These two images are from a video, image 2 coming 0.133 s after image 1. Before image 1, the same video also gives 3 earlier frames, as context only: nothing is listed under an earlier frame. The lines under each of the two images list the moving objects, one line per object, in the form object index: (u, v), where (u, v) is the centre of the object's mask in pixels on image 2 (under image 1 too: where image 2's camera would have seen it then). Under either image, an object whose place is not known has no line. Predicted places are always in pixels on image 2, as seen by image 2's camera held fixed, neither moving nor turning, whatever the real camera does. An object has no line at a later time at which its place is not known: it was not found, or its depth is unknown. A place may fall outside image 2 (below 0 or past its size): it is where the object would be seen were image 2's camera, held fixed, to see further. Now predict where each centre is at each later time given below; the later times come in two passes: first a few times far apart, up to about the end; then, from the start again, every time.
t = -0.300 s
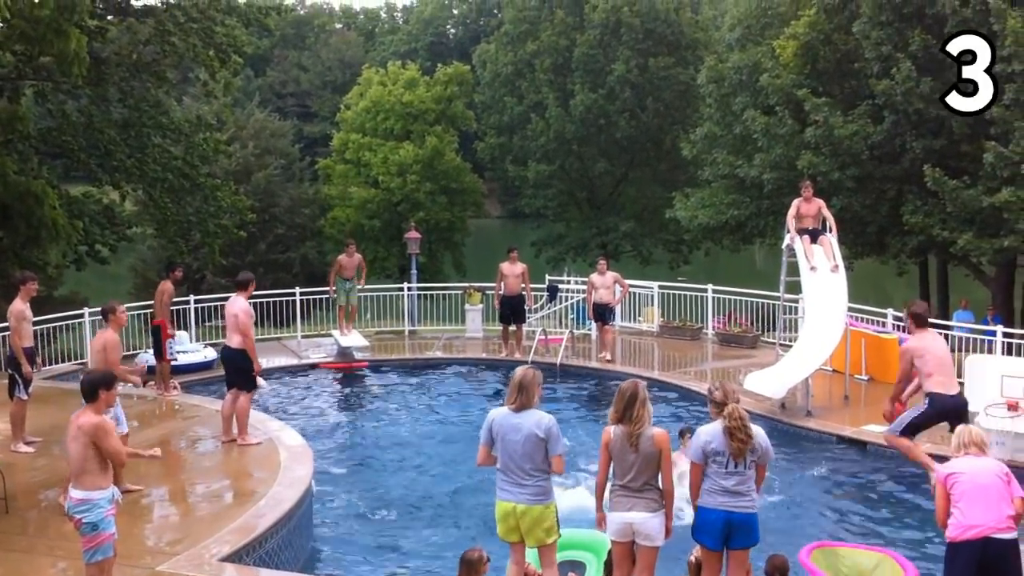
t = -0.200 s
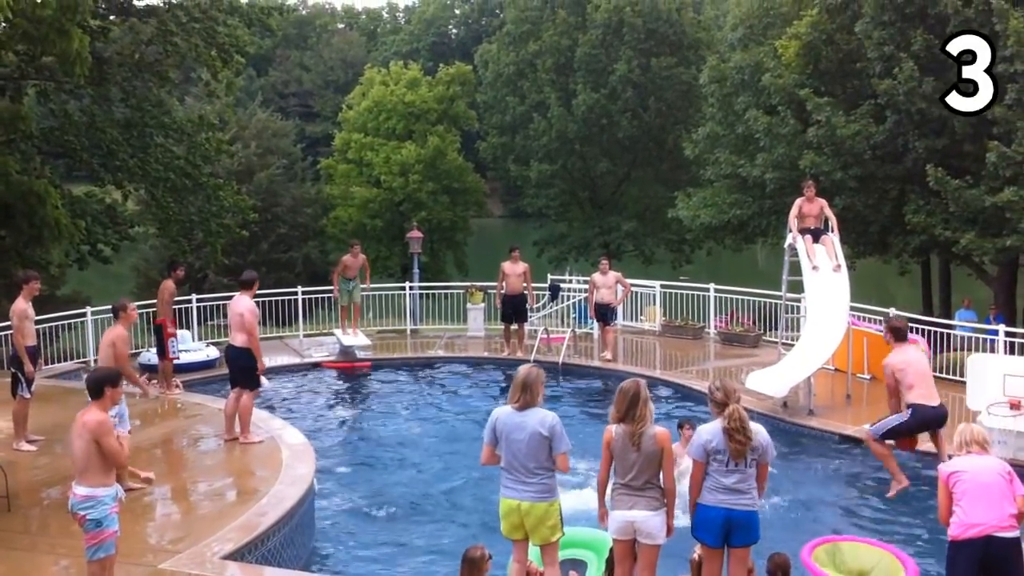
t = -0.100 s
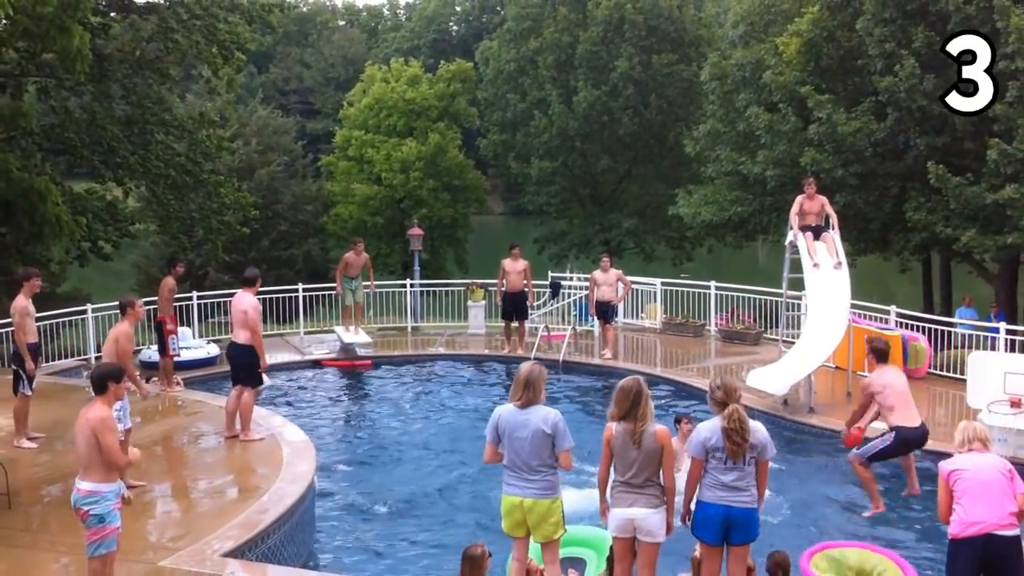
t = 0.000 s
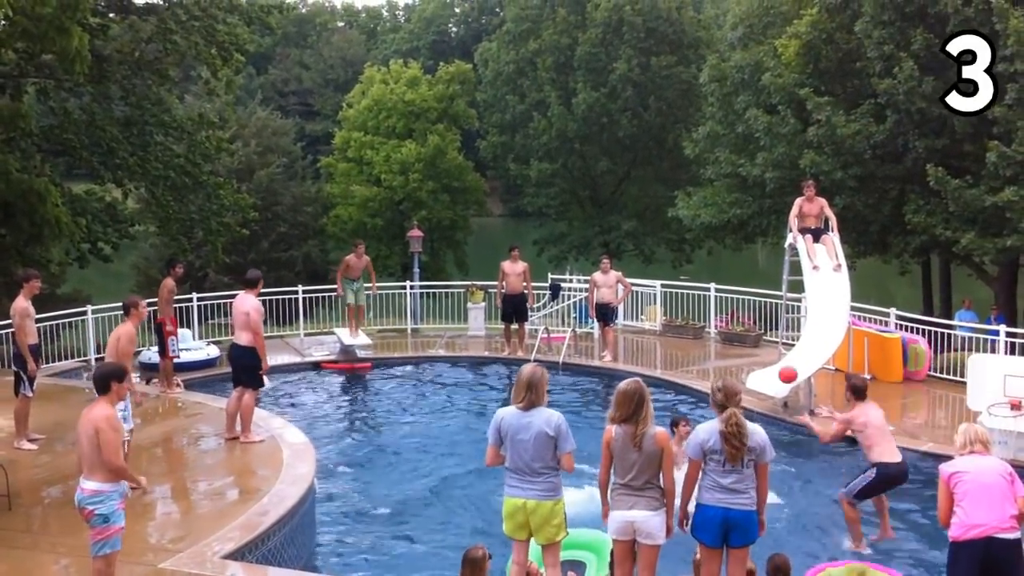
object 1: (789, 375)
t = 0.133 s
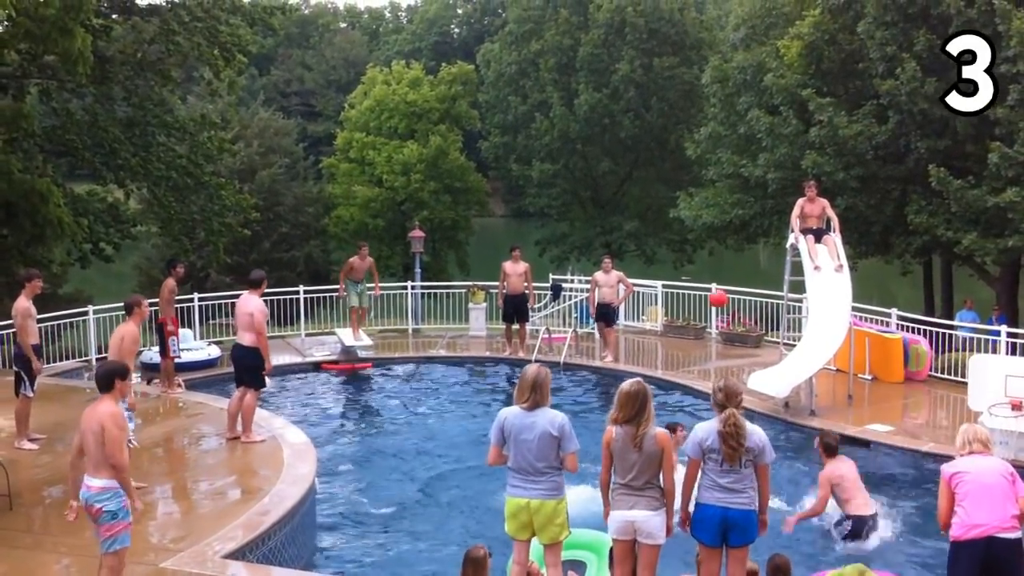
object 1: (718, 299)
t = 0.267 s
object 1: (657, 247)
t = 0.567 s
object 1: (543, 204)
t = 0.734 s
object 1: (492, 212)
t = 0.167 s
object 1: (701, 283)
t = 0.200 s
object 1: (686, 269)
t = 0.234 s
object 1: (671, 258)
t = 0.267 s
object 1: (657, 247)
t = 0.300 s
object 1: (642, 238)
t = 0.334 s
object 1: (628, 230)
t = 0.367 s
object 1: (615, 223)
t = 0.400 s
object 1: (602, 217)
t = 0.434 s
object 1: (589, 213)
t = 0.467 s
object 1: (577, 209)
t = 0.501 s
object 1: (565, 206)
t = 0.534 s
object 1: (554, 204)
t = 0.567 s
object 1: (543, 204)
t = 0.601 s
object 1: (532, 204)
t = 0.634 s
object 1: (522, 205)
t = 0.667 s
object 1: (512, 207)
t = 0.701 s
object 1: (502, 209)
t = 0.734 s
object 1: (492, 212)
